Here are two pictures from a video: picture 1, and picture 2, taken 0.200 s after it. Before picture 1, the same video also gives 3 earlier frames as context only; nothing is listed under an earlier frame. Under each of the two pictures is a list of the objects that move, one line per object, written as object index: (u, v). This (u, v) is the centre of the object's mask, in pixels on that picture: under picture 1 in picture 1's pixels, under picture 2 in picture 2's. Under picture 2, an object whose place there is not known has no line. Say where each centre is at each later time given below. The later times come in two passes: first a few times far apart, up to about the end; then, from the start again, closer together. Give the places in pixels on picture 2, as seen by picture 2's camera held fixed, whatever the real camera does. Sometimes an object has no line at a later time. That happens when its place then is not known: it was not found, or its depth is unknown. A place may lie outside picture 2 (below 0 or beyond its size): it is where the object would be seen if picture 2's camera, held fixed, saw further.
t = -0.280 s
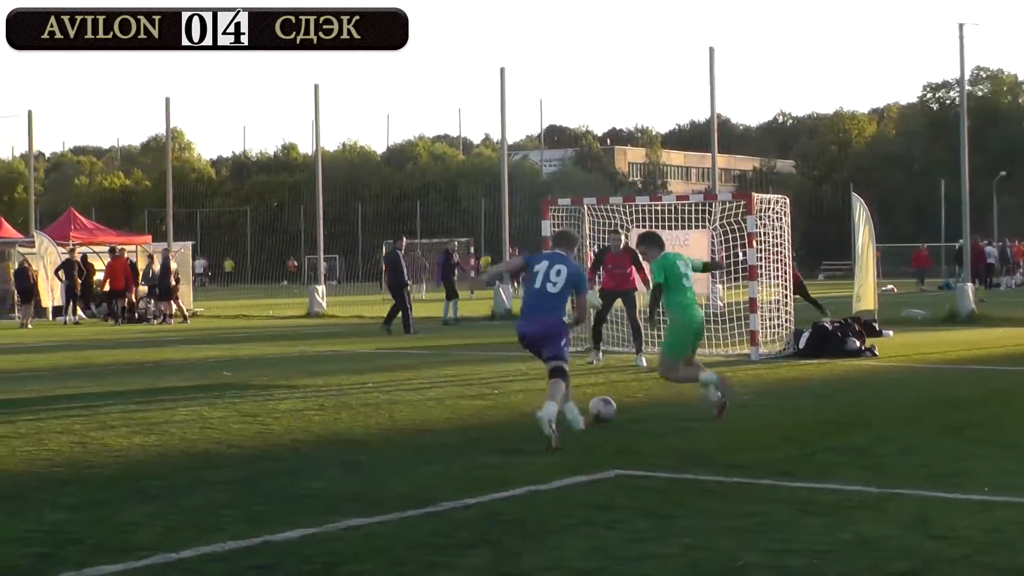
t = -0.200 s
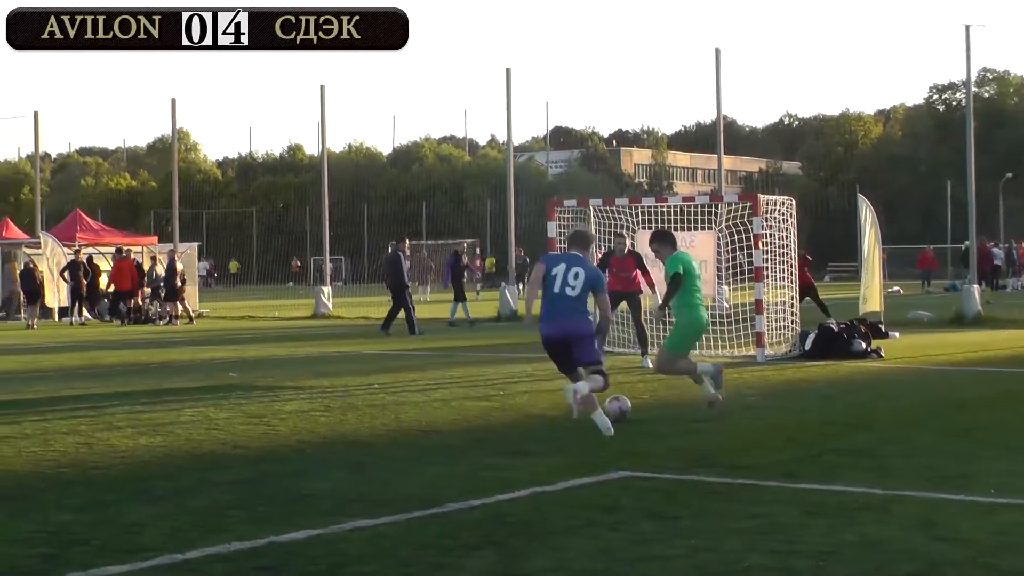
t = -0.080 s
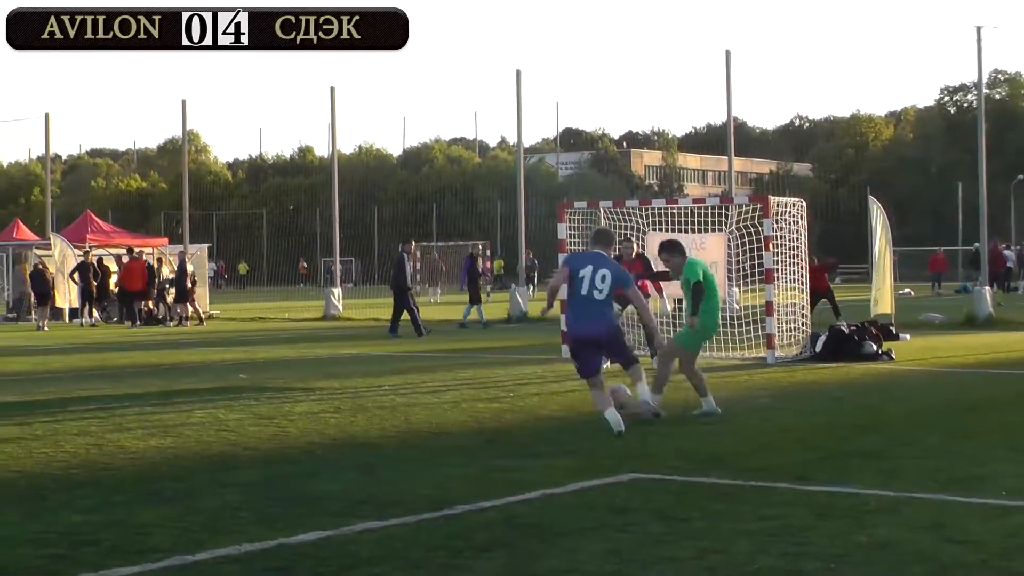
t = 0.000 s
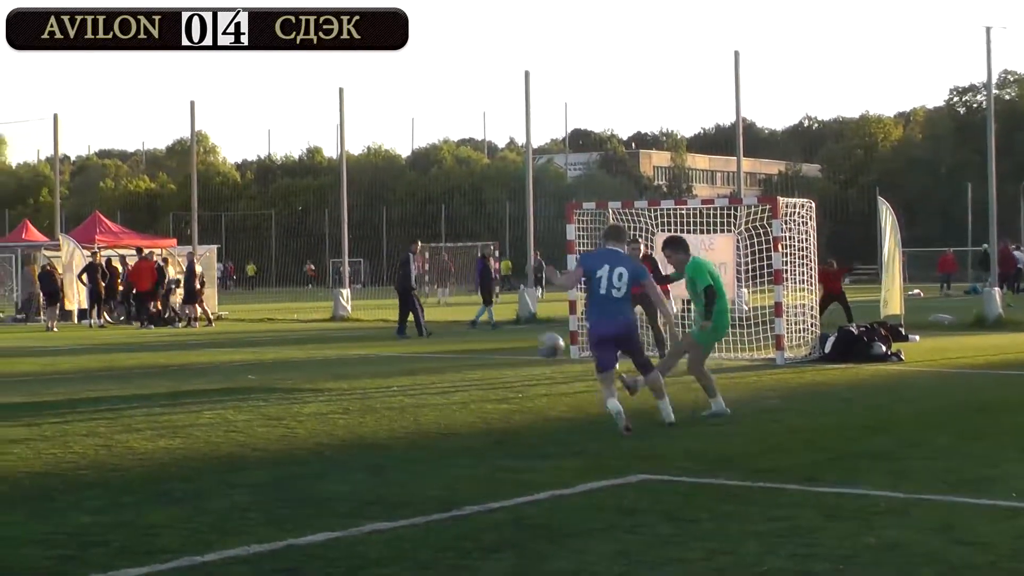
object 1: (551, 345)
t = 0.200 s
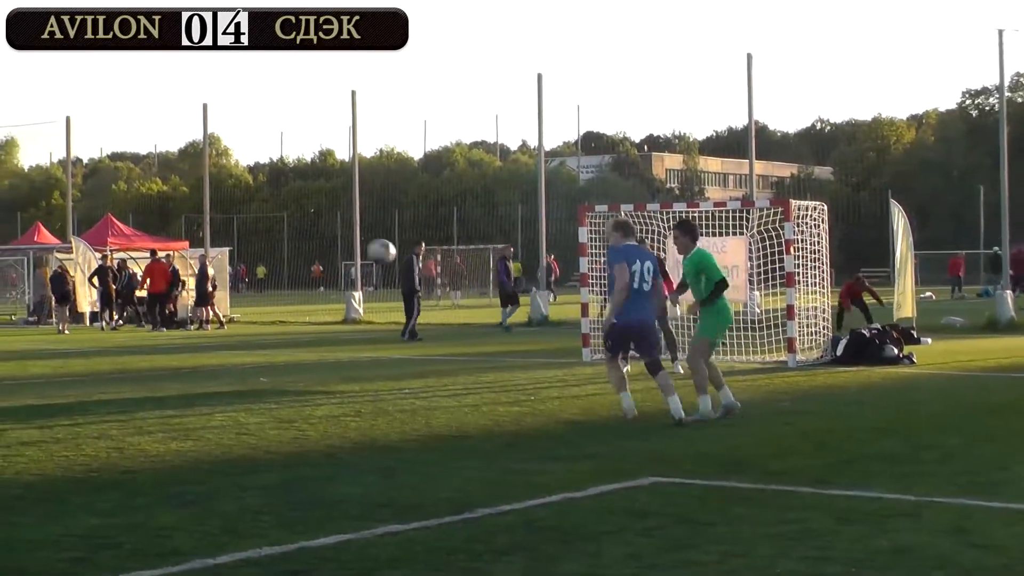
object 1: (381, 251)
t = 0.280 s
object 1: (312, 225)
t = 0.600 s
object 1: (54, 194)
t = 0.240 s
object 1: (346, 237)
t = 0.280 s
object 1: (312, 225)
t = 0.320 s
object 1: (278, 216)
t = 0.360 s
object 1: (245, 208)
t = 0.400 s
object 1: (211, 202)
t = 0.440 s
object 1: (177, 197)
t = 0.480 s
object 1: (143, 192)
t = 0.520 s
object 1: (110, 190)
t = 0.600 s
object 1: (54, 194)
